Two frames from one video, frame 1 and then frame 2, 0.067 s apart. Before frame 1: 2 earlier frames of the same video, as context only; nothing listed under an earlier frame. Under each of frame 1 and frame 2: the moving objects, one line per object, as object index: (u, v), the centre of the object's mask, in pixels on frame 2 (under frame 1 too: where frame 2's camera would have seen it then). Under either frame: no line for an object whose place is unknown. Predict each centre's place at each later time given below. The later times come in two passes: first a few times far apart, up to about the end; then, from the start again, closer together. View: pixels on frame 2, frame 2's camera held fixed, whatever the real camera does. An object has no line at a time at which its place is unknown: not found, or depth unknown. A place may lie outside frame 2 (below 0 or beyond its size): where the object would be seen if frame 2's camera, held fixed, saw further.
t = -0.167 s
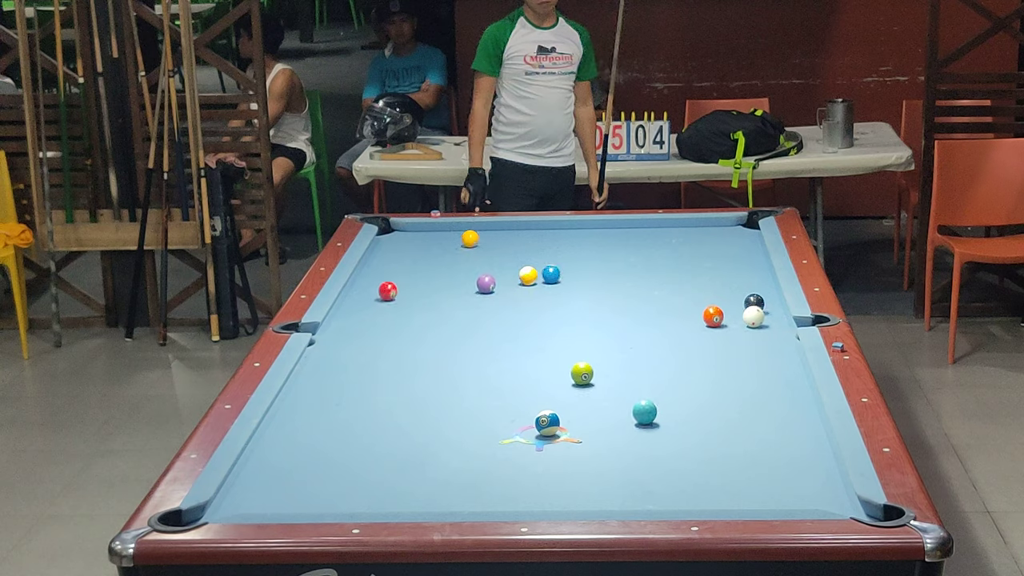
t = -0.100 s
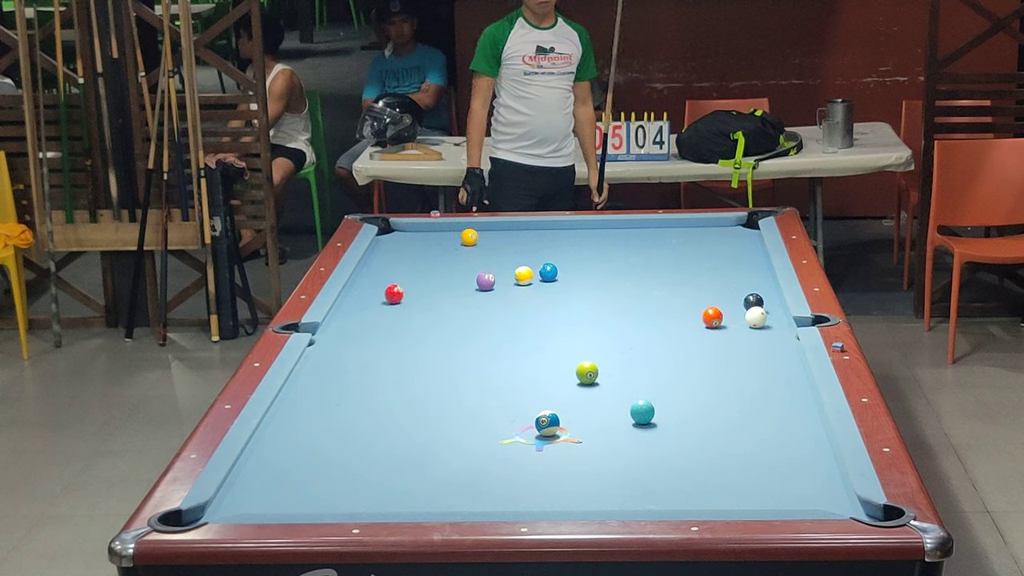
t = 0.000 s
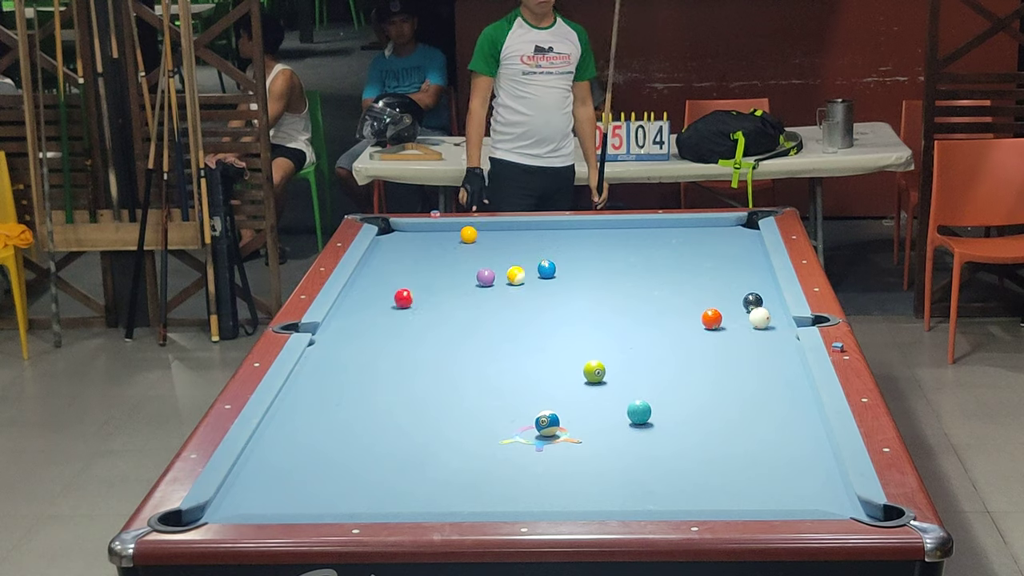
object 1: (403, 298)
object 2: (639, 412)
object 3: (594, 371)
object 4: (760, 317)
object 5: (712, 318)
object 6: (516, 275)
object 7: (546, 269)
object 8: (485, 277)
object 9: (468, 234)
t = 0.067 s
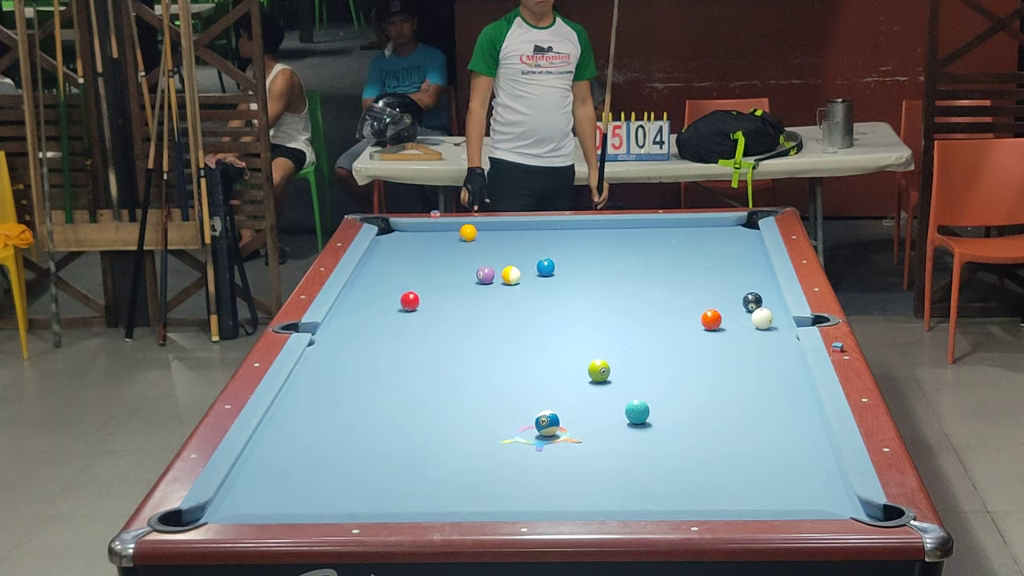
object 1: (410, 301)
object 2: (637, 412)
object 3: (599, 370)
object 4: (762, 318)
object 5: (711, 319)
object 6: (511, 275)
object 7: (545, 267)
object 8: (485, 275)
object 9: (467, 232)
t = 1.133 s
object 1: (512, 347)
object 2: (630, 411)
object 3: (650, 363)
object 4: (781, 322)
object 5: (713, 328)
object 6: (452, 274)
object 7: (533, 242)
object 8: (486, 242)
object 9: (457, 233)
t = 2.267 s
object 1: (615, 394)
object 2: (630, 411)
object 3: (659, 362)
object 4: (781, 322)
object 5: (713, 329)
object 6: (431, 274)
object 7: (529, 226)
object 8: (485, 228)
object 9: (452, 239)
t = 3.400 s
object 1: (698, 413)
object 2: (626, 426)
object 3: (659, 362)
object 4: (781, 322)
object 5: (713, 328)
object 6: (432, 275)
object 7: (529, 227)
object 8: (484, 234)
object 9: (452, 240)
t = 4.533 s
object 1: (728, 419)
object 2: (624, 429)
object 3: (659, 362)
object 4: (781, 322)
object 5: (713, 328)
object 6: (432, 274)
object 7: (529, 226)
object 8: (485, 234)
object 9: (452, 239)
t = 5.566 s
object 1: (728, 418)
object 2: (624, 429)
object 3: (659, 362)
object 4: (781, 322)
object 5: (713, 328)
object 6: (432, 274)
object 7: (529, 226)
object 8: (485, 234)
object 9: (452, 239)
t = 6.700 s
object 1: (728, 418)
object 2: (624, 429)
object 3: (659, 362)
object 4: (781, 322)
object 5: (713, 328)
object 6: (432, 274)
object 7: (529, 226)
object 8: (485, 234)
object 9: (452, 239)
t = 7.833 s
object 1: (728, 418)
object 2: (624, 429)
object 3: (659, 362)
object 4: (781, 322)
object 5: (713, 328)
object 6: (432, 274)
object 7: (529, 226)
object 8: (485, 234)
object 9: (452, 239)
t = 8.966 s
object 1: (728, 418)
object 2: (624, 429)
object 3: (659, 362)
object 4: (781, 322)
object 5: (713, 329)
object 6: (432, 274)
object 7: (529, 226)
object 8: (485, 234)
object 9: (452, 240)
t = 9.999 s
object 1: (728, 418)
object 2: (624, 429)
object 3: (659, 362)
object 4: (781, 322)
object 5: (713, 329)
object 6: (432, 274)
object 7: (529, 226)
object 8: (485, 234)
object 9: (452, 240)
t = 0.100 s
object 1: (413, 303)
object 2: (636, 412)
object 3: (601, 370)
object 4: (763, 318)
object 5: (711, 320)
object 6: (508, 275)
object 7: (545, 266)
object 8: (485, 273)
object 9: (467, 232)
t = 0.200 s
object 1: (422, 307)
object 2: (634, 411)
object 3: (607, 369)
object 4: (766, 319)
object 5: (710, 321)
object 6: (501, 275)
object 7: (543, 263)
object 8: (485, 269)
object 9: (467, 229)
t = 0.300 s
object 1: (432, 311)
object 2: (632, 411)
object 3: (613, 368)
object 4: (769, 320)
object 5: (710, 322)
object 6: (494, 275)
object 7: (542, 260)
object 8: (483, 265)
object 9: (466, 227)
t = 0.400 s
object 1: (442, 315)
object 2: (631, 411)
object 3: (619, 367)
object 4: (771, 320)
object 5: (710, 323)
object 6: (488, 274)
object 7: (541, 258)
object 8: (485, 261)
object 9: (465, 226)
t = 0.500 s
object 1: (451, 320)
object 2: (630, 411)
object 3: (625, 366)
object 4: (774, 321)
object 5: (710, 324)
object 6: (482, 274)
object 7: (540, 255)
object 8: (486, 258)
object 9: (464, 227)
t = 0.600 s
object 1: (461, 324)
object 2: (630, 411)
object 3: (630, 365)
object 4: (776, 321)
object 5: (711, 325)
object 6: (477, 274)
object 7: (538, 253)
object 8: (485, 256)
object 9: (463, 228)
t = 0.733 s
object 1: (474, 330)
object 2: (630, 411)
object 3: (635, 364)
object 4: (778, 321)
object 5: (712, 326)
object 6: (470, 274)
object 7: (537, 250)
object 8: (485, 253)
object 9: (461, 229)
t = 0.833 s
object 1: (483, 334)
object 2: (630, 411)
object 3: (640, 364)
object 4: (779, 322)
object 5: (712, 327)
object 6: (465, 274)
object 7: (536, 248)
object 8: (486, 250)
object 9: (460, 231)
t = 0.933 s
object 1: (493, 338)
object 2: (630, 411)
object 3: (643, 364)
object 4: (780, 322)
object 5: (713, 327)
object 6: (460, 274)
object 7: (535, 246)
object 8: (486, 247)
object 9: (459, 232)
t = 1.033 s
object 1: (503, 343)
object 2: (630, 411)
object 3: (647, 363)
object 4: (781, 322)
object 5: (713, 327)
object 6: (456, 274)
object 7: (534, 244)
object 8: (486, 245)
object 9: (458, 232)
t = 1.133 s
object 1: (512, 347)
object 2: (630, 411)
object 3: (650, 363)
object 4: (781, 322)
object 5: (713, 328)
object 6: (452, 274)
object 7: (533, 242)
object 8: (486, 242)
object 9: (457, 233)
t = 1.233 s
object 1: (522, 351)
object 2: (630, 411)
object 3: (652, 362)
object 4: (781, 322)
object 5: (713, 328)
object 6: (448, 274)
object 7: (532, 240)
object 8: (486, 239)
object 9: (456, 234)
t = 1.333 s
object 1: (531, 356)
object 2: (630, 411)
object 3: (654, 362)
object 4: (781, 322)
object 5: (713, 328)
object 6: (445, 274)
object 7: (531, 239)
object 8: (486, 238)
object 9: (456, 235)
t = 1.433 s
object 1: (540, 360)
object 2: (630, 411)
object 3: (656, 362)
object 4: (781, 322)
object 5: (713, 329)
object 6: (442, 274)
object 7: (531, 237)
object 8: (486, 236)
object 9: (455, 236)
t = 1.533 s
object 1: (550, 365)
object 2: (630, 411)
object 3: (657, 362)
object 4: (781, 322)
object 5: (713, 329)
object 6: (440, 274)
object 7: (530, 236)
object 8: (486, 234)
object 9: (455, 236)
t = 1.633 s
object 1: (559, 369)
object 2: (630, 411)
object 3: (658, 362)
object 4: (781, 322)
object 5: (713, 329)
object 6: (438, 274)
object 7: (530, 234)
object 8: (485, 231)
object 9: (455, 237)
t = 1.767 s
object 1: (572, 374)
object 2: (630, 411)
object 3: (659, 362)
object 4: (781, 322)
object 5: (713, 329)
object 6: (435, 274)
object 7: (529, 232)
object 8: (486, 230)
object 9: (454, 238)
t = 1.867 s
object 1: (581, 378)
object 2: (630, 411)
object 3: (659, 361)
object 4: (781, 322)
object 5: (713, 329)
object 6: (434, 274)
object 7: (528, 231)
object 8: (486, 227)
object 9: (453, 238)
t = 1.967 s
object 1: (590, 382)
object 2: (630, 411)
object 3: (659, 362)
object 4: (781, 322)
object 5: (713, 329)
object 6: (433, 274)
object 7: (529, 230)
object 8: (486, 225)
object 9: (453, 239)
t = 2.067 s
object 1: (599, 387)
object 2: (630, 411)
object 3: (659, 362)
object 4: (781, 322)
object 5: (713, 329)
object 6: (432, 274)
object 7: (529, 229)
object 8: (486, 226)
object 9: (453, 239)
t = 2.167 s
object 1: (607, 391)
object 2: (630, 411)
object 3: (659, 362)
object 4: (781, 322)
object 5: (713, 329)
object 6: (431, 274)
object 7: (529, 228)
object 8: (485, 227)
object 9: (453, 239)
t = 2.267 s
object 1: (615, 394)
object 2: (630, 411)
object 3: (659, 362)
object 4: (781, 322)
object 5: (713, 329)
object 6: (431, 274)
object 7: (529, 226)
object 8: (485, 228)
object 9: (452, 239)
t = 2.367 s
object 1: (623, 394)
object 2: (630, 410)
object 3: (659, 362)
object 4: (781, 322)
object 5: (713, 329)
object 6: (432, 274)
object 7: (529, 226)
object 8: (485, 228)
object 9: (452, 240)
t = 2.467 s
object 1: (633, 396)
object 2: (630, 411)
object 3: (659, 362)
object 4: (781, 322)
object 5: (713, 329)
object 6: (432, 275)
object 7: (529, 225)
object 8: (485, 229)
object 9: (452, 240)
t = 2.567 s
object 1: (643, 402)
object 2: (630, 413)
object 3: (659, 362)
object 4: (781, 322)
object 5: (713, 329)
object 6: (432, 275)
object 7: (529, 225)
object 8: (484, 230)
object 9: (452, 240)
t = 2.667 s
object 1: (649, 405)
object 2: (629, 415)
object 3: (659, 362)
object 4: (781, 322)
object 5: (713, 329)
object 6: (432, 274)
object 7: (528, 226)
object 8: (484, 231)
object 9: (452, 240)
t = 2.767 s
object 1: (657, 406)
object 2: (629, 417)
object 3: (659, 361)
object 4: (781, 322)
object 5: (713, 329)
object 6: (432, 275)
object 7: (528, 226)
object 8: (484, 231)
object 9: (452, 239)
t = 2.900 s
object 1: (667, 408)
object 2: (628, 419)
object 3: (659, 362)
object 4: (781, 322)
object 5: (713, 329)
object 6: (432, 275)
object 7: (528, 226)
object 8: (484, 232)
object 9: (452, 240)
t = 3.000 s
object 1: (674, 409)
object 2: (628, 421)
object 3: (659, 362)
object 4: (781, 322)
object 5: (713, 329)
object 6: (432, 274)
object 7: (529, 226)
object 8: (484, 232)
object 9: (452, 240)
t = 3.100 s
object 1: (681, 410)
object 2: (628, 422)
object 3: (659, 362)
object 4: (781, 322)
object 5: (713, 329)
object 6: (432, 274)
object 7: (529, 226)
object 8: (484, 233)
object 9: (452, 240)
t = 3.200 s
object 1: (687, 411)
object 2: (627, 424)
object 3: (659, 362)
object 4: (781, 322)
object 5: (713, 329)
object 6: (432, 274)
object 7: (529, 226)
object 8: (484, 233)
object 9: (452, 240)
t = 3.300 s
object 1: (693, 412)
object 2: (627, 425)
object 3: (659, 362)
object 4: (781, 322)
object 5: (713, 329)
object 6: (432, 274)
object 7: (529, 227)
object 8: (484, 234)
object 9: (452, 240)
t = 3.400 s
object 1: (698, 413)
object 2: (626, 426)
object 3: (659, 362)
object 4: (781, 322)
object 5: (713, 328)
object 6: (432, 275)
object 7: (529, 227)
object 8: (484, 234)
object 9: (452, 240)
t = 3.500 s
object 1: (703, 413)
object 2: (626, 427)
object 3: (659, 362)
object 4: (781, 322)
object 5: (713, 328)
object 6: (432, 275)
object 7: (529, 227)
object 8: (484, 234)
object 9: (452, 240)
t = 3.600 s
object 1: (708, 414)
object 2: (626, 427)
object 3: (659, 362)
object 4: (781, 322)
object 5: (713, 329)
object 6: (432, 275)
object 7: (529, 227)
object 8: (485, 234)
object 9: (452, 240)
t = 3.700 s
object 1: (712, 415)
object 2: (626, 428)
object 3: (659, 362)
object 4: (781, 322)
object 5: (713, 329)
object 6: (432, 275)
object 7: (529, 227)
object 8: (485, 234)
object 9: (452, 239)
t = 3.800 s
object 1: (715, 416)
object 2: (625, 429)
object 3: (659, 361)
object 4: (781, 322)
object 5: (713, 328)
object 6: (432, 274)
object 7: (529, 227)
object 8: (485, 234)
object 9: (452, 239)
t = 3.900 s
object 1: (718, 416)
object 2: (625, 429)
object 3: (659, 362)
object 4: (781, 322)
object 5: (713, 328)
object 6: (432, 275)
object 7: (529, 227)
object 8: (485, 234)
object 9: (452, 240)
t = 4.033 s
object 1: (722, 417)
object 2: (624, 429)
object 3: (659, 362)
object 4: (781, 322)
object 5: (713, 328)
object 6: (432, 275)
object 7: (529, 227)
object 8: (485, 234)
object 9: (452, 240)
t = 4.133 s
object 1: (724, 417)
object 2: (624, 429)
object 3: (659, 362)
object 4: (781, 322)
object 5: (713, 328)
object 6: (432, 275)
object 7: (529, 227)
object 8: (485, 234)
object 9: (452, 240)
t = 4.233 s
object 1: (726, 418)
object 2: (624, 429)
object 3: (659, 362)
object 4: (781, 322)
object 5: (713, 328)
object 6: (432, 274)
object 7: (529, 226)
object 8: (485, 234)
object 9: (452, 240)
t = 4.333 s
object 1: (727, 418)
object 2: (624, 429)
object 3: (659, 362)
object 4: (781, 322)
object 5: (713, 328)
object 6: (432, 274)
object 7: (529, 227)
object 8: (485, 234)
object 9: (452, 239)
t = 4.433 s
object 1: (728, 418)
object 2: (624, 429)
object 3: (659, 361)
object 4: (781, 322)
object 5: (713, 328)
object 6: (432, 275)
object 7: (529, 226)
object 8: (485, 234)
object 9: (452, 239)
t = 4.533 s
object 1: (728, 419)
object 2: (624, 429)
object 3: (659, 362)
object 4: (781, 322)
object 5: (713, 328)
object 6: (432, 274)
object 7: (529, 226)
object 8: (485, 234)
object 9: (452, 239)
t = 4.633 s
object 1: (728, 418)
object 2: (624, 429)
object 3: (659, 362)
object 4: (781, 322)
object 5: (713, 328)
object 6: (432, 274)
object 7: (529, 226)
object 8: (485, 234)
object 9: (452, 239)
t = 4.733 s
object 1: (728, 418)
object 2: (624, 429)
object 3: (659, 362)
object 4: (781, 322)
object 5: (713, 328)
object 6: (432, 274)
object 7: (529, 226)
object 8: (485, 234)
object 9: (452, 239)
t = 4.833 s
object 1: (728, 418)
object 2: (624, 429)
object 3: (659, 362)
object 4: (781, 322)
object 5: (713, 328)
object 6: (432, 274)
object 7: (529, 226)
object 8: (485, 234)
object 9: (452, 239)
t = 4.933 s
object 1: (728, 418)
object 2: (624, 429)
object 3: (659, 362)
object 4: (781, 322)
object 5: (713, 328)
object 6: (432, 274)
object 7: (529, 226)
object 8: (485, 234)
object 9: (452, 239)
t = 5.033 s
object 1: (728, 418)
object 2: (624, 429)
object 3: (659, 362)
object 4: (781, 322)
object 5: (713, 328)
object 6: (432, 274)
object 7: (529, 227)
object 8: (485, 234)
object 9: (452, 239)
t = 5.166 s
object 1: (728, 418)
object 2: (624, 429)
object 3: (659, 362)
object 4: (781, 322)
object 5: (713, 328)
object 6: (432, 274)
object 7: (529, 226)
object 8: (485, 234)
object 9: (452, 239)
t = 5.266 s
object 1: (728, 418)
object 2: (624, 429)
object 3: (659, 362)
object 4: (781, 322)
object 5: (713, 328)
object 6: (432, 274)
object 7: (529, 226)
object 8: (485, 234)
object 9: (452, 239)
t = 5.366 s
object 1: (728, 418)
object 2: (624, 429)
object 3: (659, 362)
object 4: (781, 322)
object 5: (713, 329)
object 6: (432, 274)
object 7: (529, 226)
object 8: (485, 234)
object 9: (452, 239)
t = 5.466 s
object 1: (728, 418)
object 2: (624, 429)
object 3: (659, 362)
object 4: (781, 322)
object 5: (713, 328)
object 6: (432, 274)
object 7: (529, 226)
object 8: (485, 234)
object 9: (452, 239)
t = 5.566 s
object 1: (728, 418)
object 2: (624, 429)
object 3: (659, 362)
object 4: (781, 322)
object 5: (713, 328)
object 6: (432, 274)
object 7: (529, 226)
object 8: (485, 234)
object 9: (452, 239)
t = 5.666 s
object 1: (728, 418)
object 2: (624, 429)
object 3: (659, 362)
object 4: (781, 322)
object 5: (713, 329)
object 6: (432, 274)
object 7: (529, 226)
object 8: (485, 234)
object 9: (452, 239)
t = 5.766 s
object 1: (728, 418)
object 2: (624, 429)
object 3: (659, 362)
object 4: (781, 322)
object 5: (713, 328)
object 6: (432, 274)
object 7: (529, 226)
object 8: (485, 234)
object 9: (452, 239)
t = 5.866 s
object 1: (728, 418)
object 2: (624, 429)
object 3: (659, 362)
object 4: (781, 322)
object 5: (713, 328)
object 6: (432, 274)
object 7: (529, 226)
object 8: (485, 234)
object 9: (452, 239)
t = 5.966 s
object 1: (728, 418)
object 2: (624, 429)
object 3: (659, 362)
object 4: (781, 322)
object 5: (713, 328)
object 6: (432, 274)
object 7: (529, 226)
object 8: (485, 234)
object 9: (452, 239)
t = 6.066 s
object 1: (728, 418)
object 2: (624, 429)
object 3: (659, 362)
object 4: (781, 322)
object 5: (713, 329)
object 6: (432, 274)
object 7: (529, 226)
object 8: (485, 234)
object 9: (452, 239)
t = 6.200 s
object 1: (728, 418)
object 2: (624, 429)
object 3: (659, 362)
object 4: (781, 322)
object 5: (713, 328)
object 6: (432, 274)
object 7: (529, 226)
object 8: (485, 234)
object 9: (452, 239)
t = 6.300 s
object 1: (728, 418)
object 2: (624, 429)
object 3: (659, 362)
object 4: (781, 322)
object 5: (713, 328)
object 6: (432, 274)
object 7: (529, 226)
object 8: (485, 234)
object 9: (452, 239)
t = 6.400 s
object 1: (728, 418)
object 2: (624, 429)
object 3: (659, 362)
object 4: (781, 322)
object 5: (713, 328)
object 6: (432, 274)
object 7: (529, 226)
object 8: (485, 234)
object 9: (452, 239)
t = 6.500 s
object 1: (728, 418)
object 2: (624, 429)
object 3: (659, 362)
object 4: (781, 322)
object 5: (713, 328)
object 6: (432, 274)
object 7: (529, 226)
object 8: (485, 234)
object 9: (452, 239)
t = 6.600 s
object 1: (728, 418)
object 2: (624, 429)
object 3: (659, 362)
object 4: (781, 322)
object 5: (713, 328)
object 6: (432, 274)
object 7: (529, 226)
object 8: (485, 234)
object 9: (452, 239)
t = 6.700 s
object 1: (728, 418)
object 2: (624, 429)
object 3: (659, 362)
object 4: (781, 322)
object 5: (713, 328)
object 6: (432, 274)
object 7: (529, 226)
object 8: (485, 234)
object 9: (452, 239)
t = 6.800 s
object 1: (728, 418)
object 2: (624, 429)
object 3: (659, 362)
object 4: (781, 322)
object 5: (713, 328)
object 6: (432, 274)
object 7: (529, 226)
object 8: (485, 234)
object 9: (452, 239)
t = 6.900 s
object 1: (728, 418)
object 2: (624, 429)
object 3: (659, 362)
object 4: (781, 322)
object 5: (713, 328)
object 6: (432, 274)
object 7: (529, 226)
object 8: (485, 234)
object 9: (452, 239)
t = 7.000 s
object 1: (728, 418)
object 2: (624, 429)
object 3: (659, 362)
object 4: (781, 322)
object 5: (713, 328)
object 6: (432, 274)
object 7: (529, 226)
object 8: (485, 234)
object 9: (452, 239)
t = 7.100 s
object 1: (728, 418)
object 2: (624, 429)
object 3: (659, 362)
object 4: (781, 322)
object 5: (713, 328)
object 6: (432, 274)
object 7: (529, 226)
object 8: (485, 234)
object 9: (452, 239)
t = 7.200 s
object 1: (728, 418)
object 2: (624, 429)
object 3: (659, 362)
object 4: (781, 322)
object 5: (713, 328)
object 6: (432, 274)
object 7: (529, 226)
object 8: (485, 234)
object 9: (452, 239)
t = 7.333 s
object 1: (728, 418)
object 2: (624, 429)
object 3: (659, 362)
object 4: (781, 322)
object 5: (713, 329)
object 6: (432, 274)
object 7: (529, 226)
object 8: (485, 234)
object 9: (452, 239)
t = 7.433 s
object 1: (728, 418)
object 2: (624, 429)
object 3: (659, 362)
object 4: (781, 322)
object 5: (713, 328)
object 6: (432, 274)
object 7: (529, 226)
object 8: (485, 234)
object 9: (452, 239)
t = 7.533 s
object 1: (728, 418)
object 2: (624, 429)
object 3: (659, 362)
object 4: (781, 322)
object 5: (713, 328)
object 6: (432, 274)
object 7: (529, 226)
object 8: (485, 234)
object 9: (452, 239)
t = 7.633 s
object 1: (728, 418)
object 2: (624, 429)
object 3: (659, 362)
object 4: (781, 322)
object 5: (713, 328)
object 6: (432, 274)
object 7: (529, 226)
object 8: (485, 234)
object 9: (452, 239)
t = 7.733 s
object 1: (728, 418)
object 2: (624, 429)
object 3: (659, 362)
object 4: (781, 322)
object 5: (713, 328)
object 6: (432, 274)
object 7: (529, 226)
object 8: (485, 234)
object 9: (452, 239)
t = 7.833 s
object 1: (728, 418)
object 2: (624, 429)
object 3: (659, 362)
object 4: (781, 322)
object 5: (713, 328)
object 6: (432, 274)
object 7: (529, 226)
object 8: (485, 234)
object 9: (452, 239)
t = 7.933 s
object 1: (728, 418)
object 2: (624, 429)
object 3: (659, 362)
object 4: (781, 322)
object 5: (713, 328)
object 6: (432, 274)
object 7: (529, 226)
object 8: (485, 234)
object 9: (452, 239)
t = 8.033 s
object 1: (728, 418)
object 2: (624, 429)
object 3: (659, 362)
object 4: (781, 322)
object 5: (713, 328)
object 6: (432, 274)
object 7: (529, 226)
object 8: (485, 234)
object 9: (452, 239)
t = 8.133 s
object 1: (728, 418)
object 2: (624, 429)
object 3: (659, 362)
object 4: (781, 322)
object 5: (713, 328)
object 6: (432, 274)
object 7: (529, 226)
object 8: (485, 234)
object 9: (452, 239)
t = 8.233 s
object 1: (728, 418)
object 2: (624, 429)
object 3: (659, 362)
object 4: (781, 322)
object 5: (713, 328)
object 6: (432, 275)
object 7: (529, 226)
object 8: (485, 234)
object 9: (452, 239)
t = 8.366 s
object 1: (728, 418)
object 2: (624, 429)
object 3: (659, 362)
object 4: (781, 322)
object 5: (713, 328)
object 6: (432, 274)
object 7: (529, 226)
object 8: (485, 234)
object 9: (452, 239)
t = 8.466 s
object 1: (728, 418)
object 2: (624, 429)
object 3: (659, 362)
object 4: (781, 322)
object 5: (713, 328)
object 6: (432, 274)
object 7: (529, 226)
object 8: (485, 234)
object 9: (452, 239)
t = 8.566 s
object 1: (728, 418)
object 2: (624, 429)
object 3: (659, 362)
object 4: (781, 322)
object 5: (713, 328)
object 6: (432, 274)
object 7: (529, 226)
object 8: (485, 234)
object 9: (452, 239)
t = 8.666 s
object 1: (728, 418)
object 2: (624, 429)
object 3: (659, 362)
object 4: (781, 322)
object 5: (713, 328)
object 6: (432, 274)
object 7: (529, 226)
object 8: (485, 234)
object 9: (452, 239)
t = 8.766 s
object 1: (728, 418)
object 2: (624, 429)
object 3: (659, 362)
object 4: (781, 322)
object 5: (713, 328)
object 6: (432, 274)
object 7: (529, 226)
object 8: (485, 234)
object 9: (452, 239)
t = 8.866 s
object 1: (728, 418)
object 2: (624, 429)
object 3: (659, 362)
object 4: (781, 322)
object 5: (713, 328)
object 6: (432, 275)
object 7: (529, 226)
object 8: (485, 234)
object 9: (452, 239)
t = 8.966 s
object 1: (728, 418)
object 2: (624, 429)
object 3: (659, 362)
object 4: (781, 322)
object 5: (713, 329)
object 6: (432, 274)
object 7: (529, 226)
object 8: (485, 234)
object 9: (452, 240)
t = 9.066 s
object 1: (728, 418)
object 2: (624, 429)
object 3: (659, 362)
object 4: (781, 322)
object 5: (713, 329)
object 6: (432, 274)
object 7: (529, 226)
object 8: (485, 234)
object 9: (452, 239)
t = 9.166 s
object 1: (728, 418)
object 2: (624, 429)
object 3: (659, 362)
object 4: (781, 322)
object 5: (713, 328)
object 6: (432, 274)
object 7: (529, 226)
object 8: (485, 234)
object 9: (452, 240)
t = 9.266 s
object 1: (728, 418)
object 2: (624, 429)
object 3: (659, 362)
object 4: (781, 322)
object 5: (713, 328)
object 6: (432, 275)
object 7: (529, 226)
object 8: (485, 234)
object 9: (452, 240)
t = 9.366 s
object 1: (728, 418)
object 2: (624, 429)
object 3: (659, 362)
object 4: (781, 322)
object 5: (713, 328)
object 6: (432, 274)
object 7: (529, 226)
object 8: (485, 234)
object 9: (452, 239)
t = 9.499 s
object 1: (728, 418)
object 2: (624, 429)
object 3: (659, 362)
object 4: (781, 322)
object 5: (713, 328)
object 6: (432, 274)
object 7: (529, 226)
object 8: (485, 234)
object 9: (452, 240)
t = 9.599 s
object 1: (728, 418)
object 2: (624, 429)
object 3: (659, 362)
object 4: (781, 322)
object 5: (713, 328)
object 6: (432, 274)
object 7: (529, 226)
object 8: (485, 234)
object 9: (452, 239)
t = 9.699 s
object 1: (728, 418)
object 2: (624, 429)
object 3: (659, 362)
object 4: (781, 322)
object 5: (713, 328)
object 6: (432, 274)
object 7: (529, 226)
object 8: (485, 234)
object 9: (452, 240)
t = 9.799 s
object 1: (728, 418)
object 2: (624, 429)
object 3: (659, 361)
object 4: (781, 322)
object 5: (713, 328)
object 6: (432, 274)
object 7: (529, 226)
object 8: (485, 234)
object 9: (452, 239)
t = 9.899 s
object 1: (728, 418)
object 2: (624, 429)
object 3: (659, 361)
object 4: (781, 322)
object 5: (713, 328)
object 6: (432, 274)
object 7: (529, 226)
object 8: (485, 234)
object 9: (452, 239)
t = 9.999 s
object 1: (728, 418)
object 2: (624, 429)
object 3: (659, 362)
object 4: (781, 322)
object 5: (713, 329)
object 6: (432, 274)
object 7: (529, 226)
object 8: (485, 234)
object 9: (452, 240)
